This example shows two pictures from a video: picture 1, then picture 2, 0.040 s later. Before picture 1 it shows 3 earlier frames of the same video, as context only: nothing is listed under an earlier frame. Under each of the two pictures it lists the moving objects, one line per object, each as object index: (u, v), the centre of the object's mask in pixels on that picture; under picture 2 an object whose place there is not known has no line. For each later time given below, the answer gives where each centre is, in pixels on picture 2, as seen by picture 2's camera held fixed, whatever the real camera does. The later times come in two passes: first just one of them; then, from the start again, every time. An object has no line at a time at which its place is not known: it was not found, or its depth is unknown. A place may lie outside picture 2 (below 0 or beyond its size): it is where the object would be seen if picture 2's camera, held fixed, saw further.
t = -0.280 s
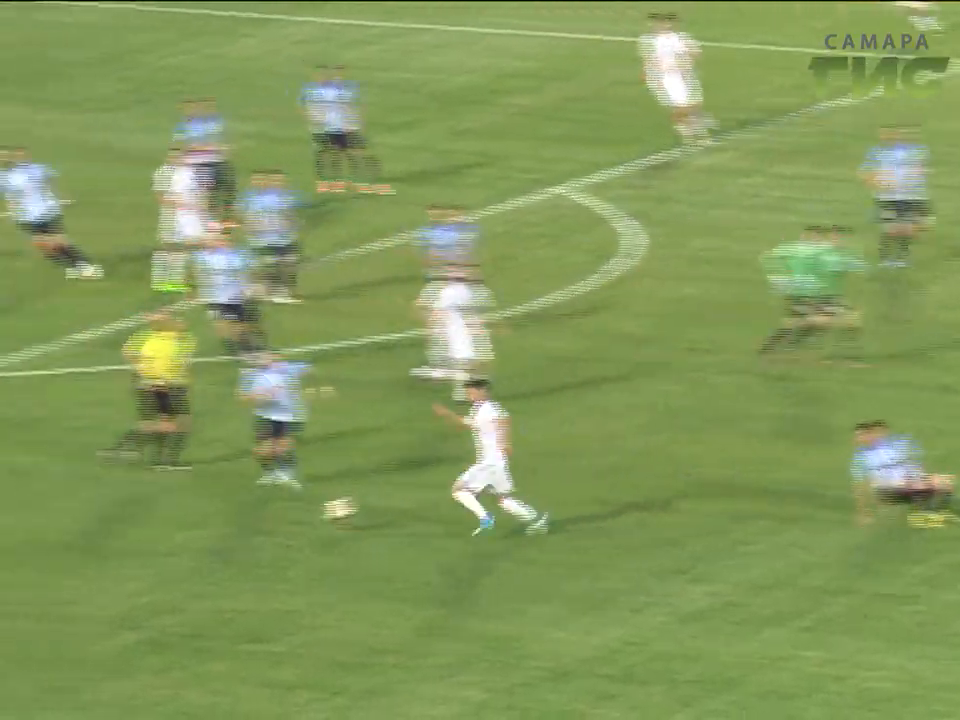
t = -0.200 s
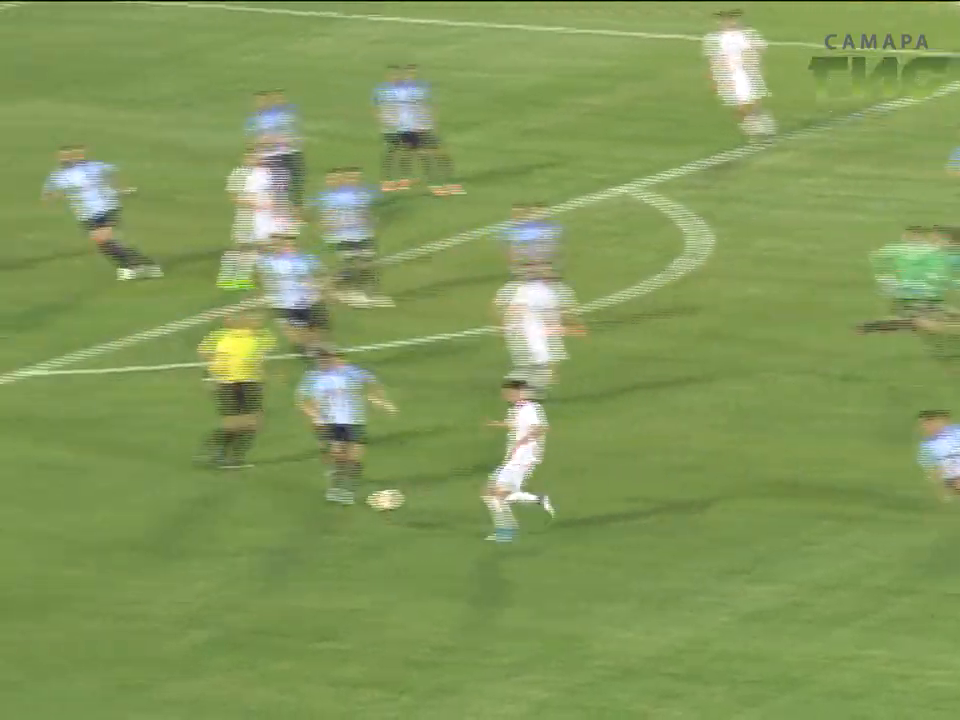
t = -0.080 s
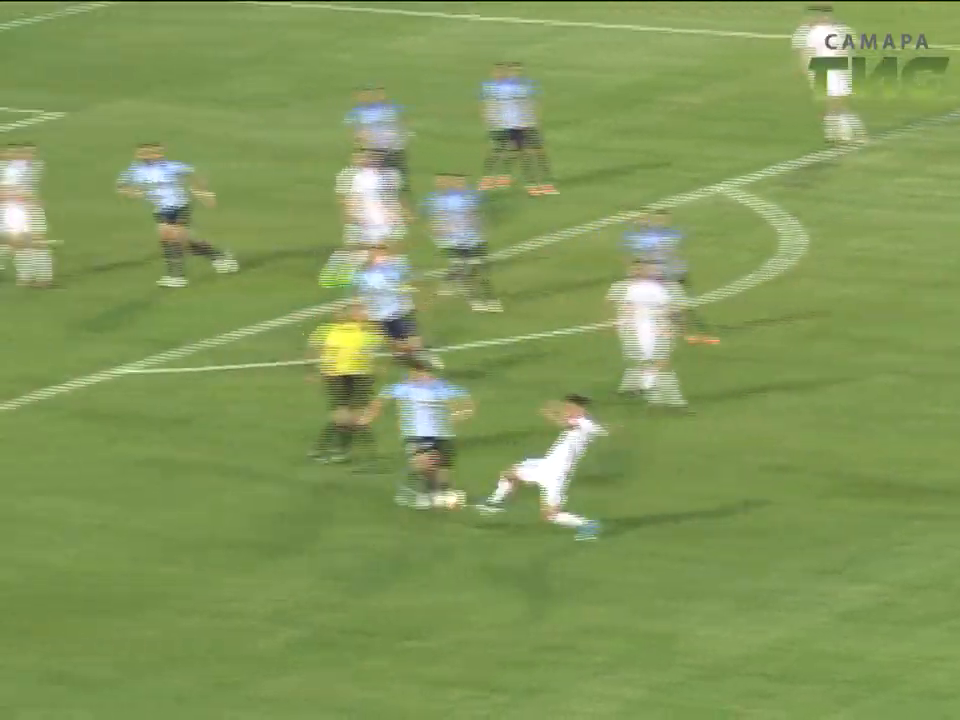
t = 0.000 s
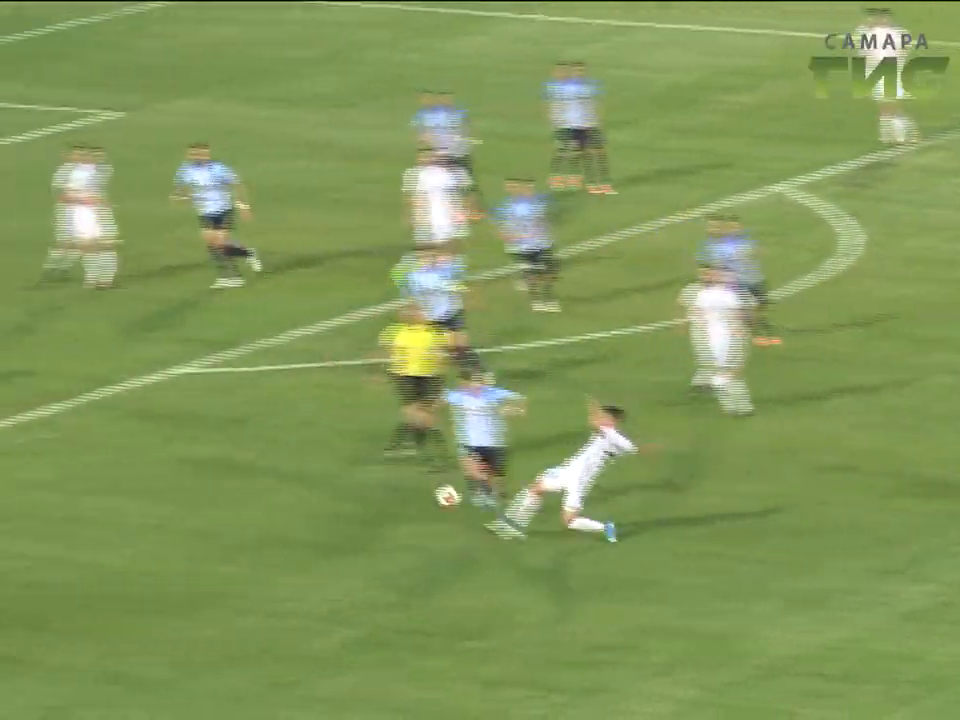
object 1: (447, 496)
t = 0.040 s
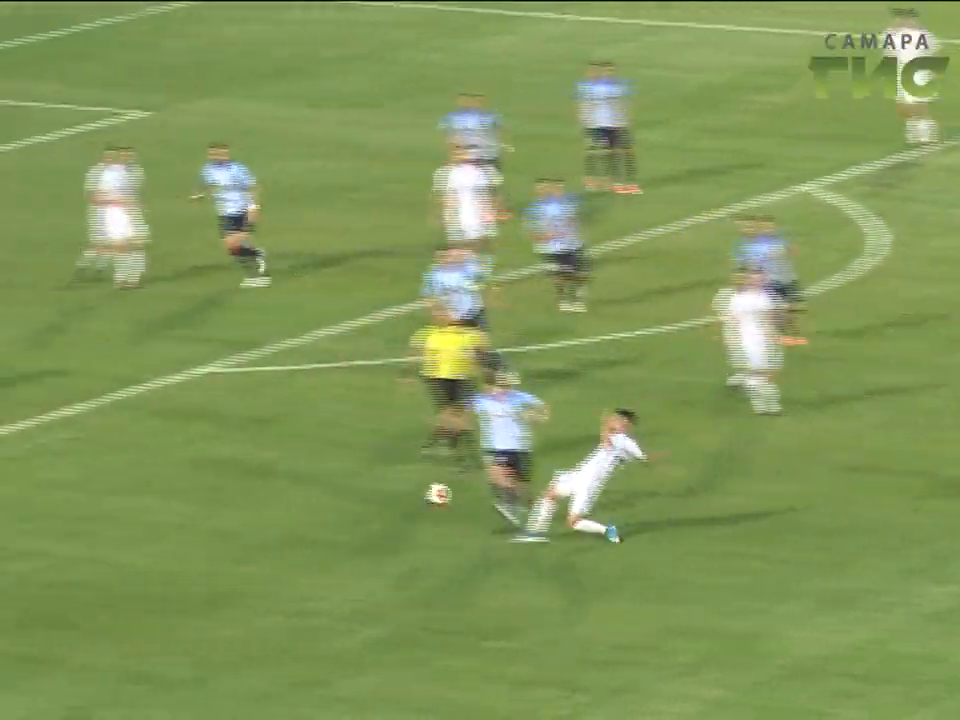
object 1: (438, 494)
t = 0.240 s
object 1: (255, 505)
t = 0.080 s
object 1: (400, 492)
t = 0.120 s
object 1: (364, 493)
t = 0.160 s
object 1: (328, 496)
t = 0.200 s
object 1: (289, 500)
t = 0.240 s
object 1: (255, 505)
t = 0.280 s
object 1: (220, 512)
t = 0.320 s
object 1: (183, 520)
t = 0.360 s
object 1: (142, 530)
